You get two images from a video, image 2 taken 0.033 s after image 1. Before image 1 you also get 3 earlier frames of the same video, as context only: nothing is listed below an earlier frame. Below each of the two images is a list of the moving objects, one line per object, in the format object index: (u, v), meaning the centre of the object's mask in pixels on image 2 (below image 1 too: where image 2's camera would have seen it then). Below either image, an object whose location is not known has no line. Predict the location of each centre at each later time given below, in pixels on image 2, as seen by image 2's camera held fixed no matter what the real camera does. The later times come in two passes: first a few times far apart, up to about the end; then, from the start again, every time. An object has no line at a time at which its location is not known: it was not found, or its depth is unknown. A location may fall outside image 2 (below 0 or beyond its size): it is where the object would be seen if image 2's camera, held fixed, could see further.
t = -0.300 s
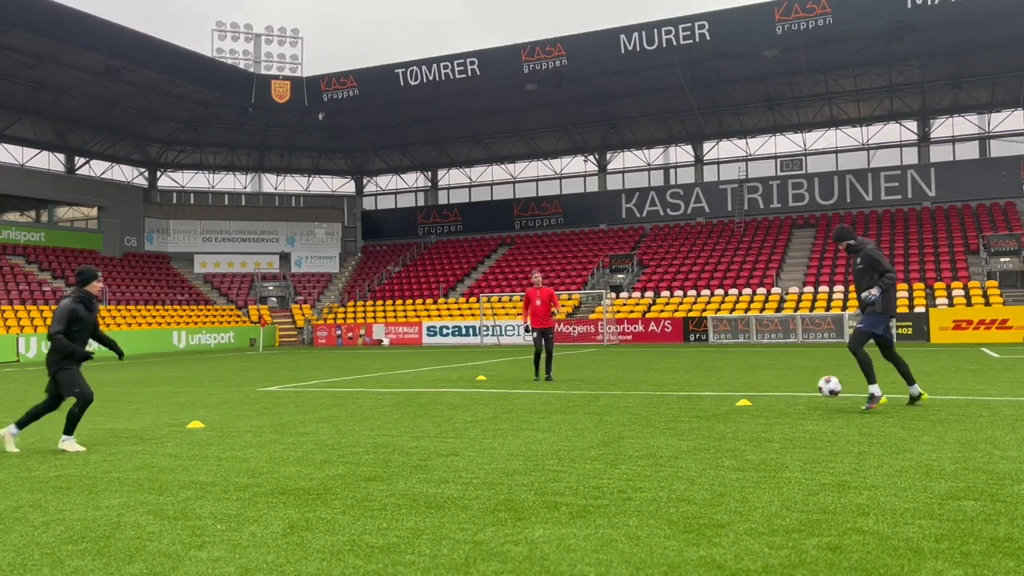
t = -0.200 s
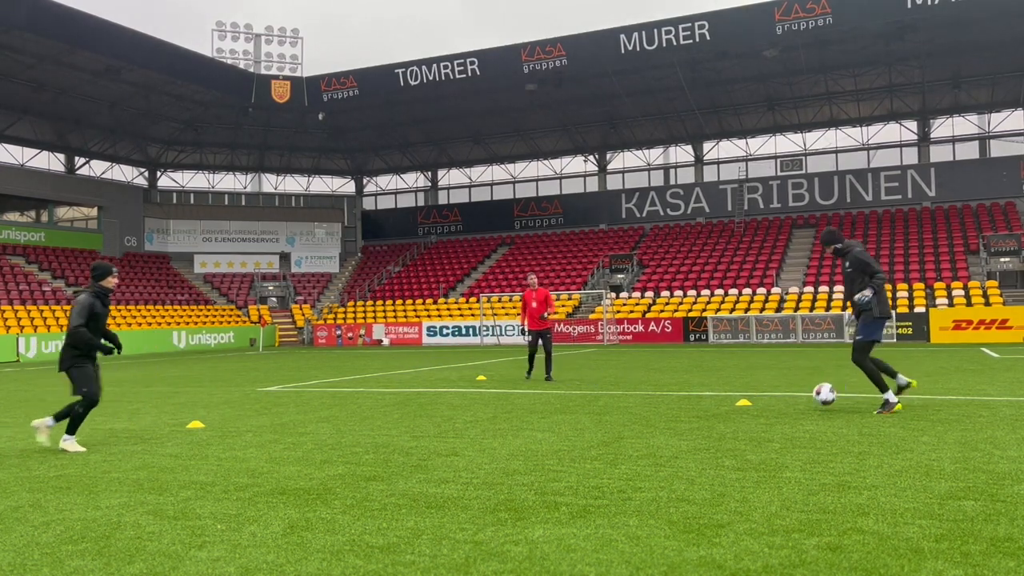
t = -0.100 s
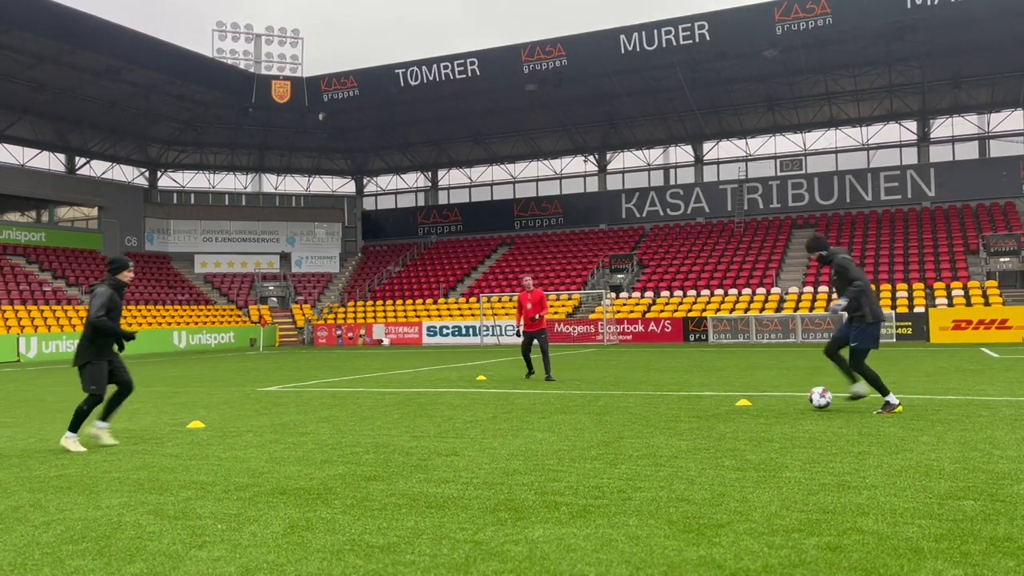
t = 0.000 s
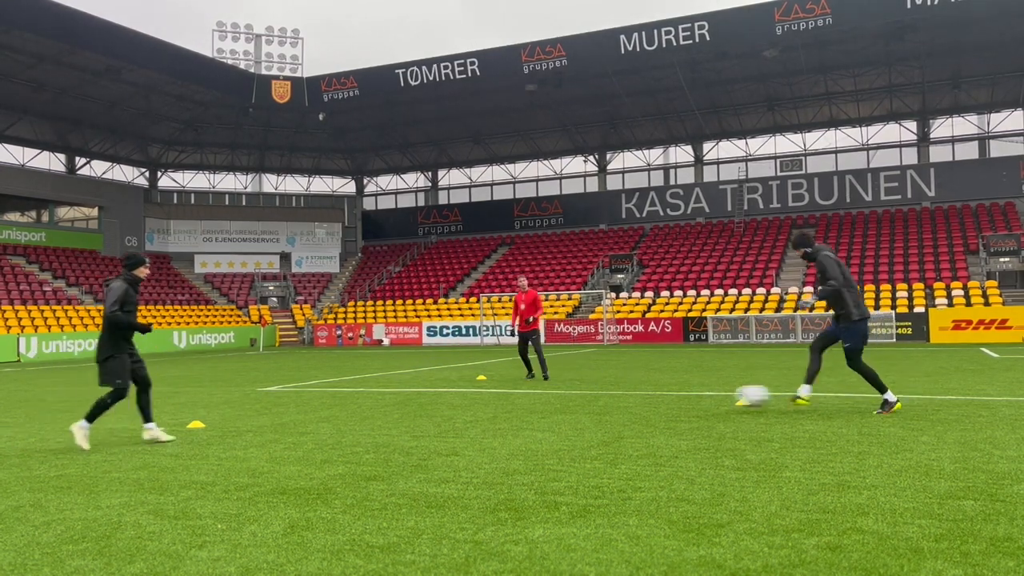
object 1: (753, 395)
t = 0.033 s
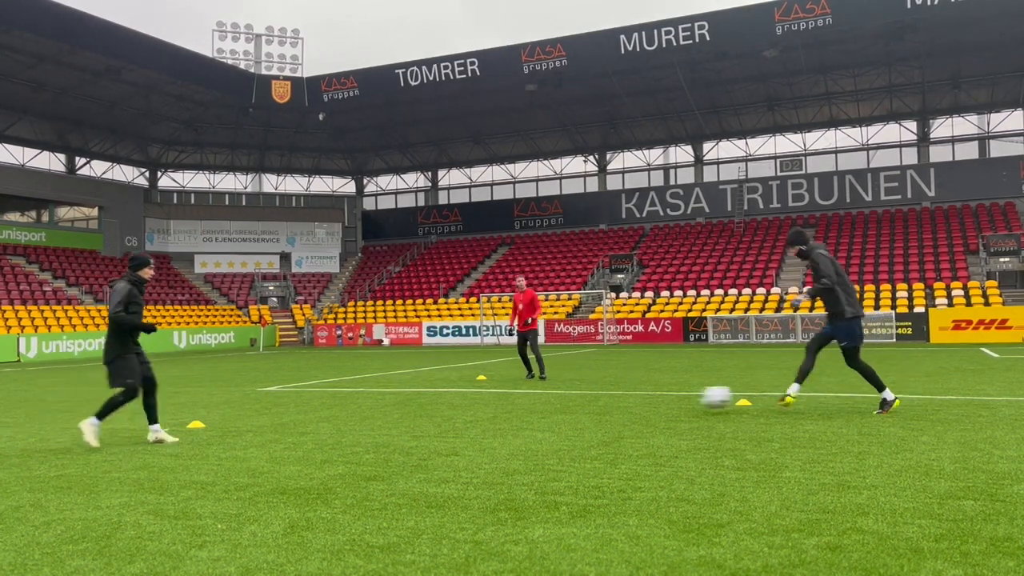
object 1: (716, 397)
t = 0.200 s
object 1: (534, 403)
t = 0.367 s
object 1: (360, 414)
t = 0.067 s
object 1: (679, 398)
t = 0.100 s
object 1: (642, 402)
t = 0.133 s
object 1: (605, 406)
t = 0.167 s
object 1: (569, 406)
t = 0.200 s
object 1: (534, 403)
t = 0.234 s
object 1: (500, 403)
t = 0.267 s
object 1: (466, 403)
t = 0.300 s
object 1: (430, 405)
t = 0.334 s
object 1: (395, 410)
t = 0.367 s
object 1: (360, 414)
